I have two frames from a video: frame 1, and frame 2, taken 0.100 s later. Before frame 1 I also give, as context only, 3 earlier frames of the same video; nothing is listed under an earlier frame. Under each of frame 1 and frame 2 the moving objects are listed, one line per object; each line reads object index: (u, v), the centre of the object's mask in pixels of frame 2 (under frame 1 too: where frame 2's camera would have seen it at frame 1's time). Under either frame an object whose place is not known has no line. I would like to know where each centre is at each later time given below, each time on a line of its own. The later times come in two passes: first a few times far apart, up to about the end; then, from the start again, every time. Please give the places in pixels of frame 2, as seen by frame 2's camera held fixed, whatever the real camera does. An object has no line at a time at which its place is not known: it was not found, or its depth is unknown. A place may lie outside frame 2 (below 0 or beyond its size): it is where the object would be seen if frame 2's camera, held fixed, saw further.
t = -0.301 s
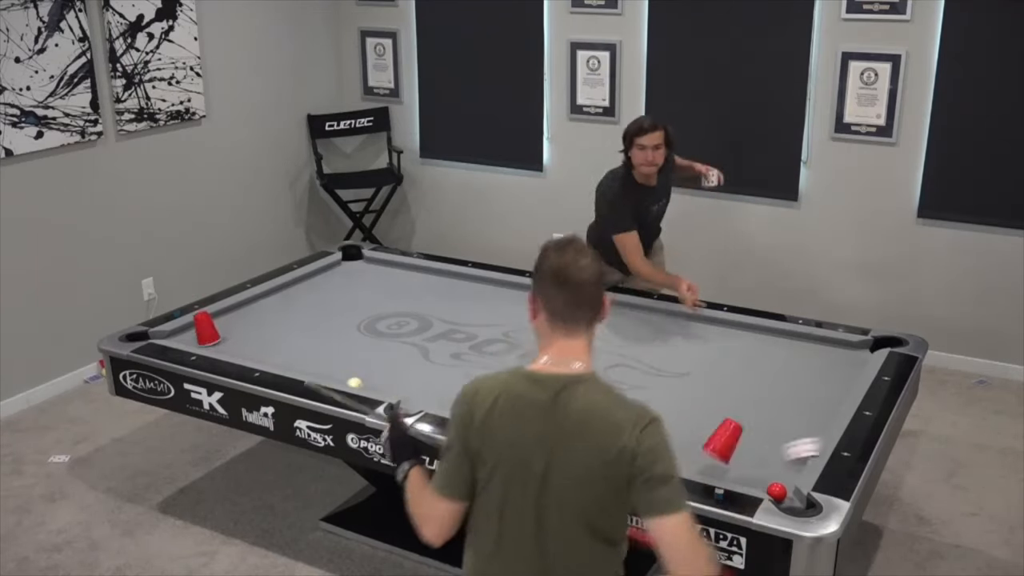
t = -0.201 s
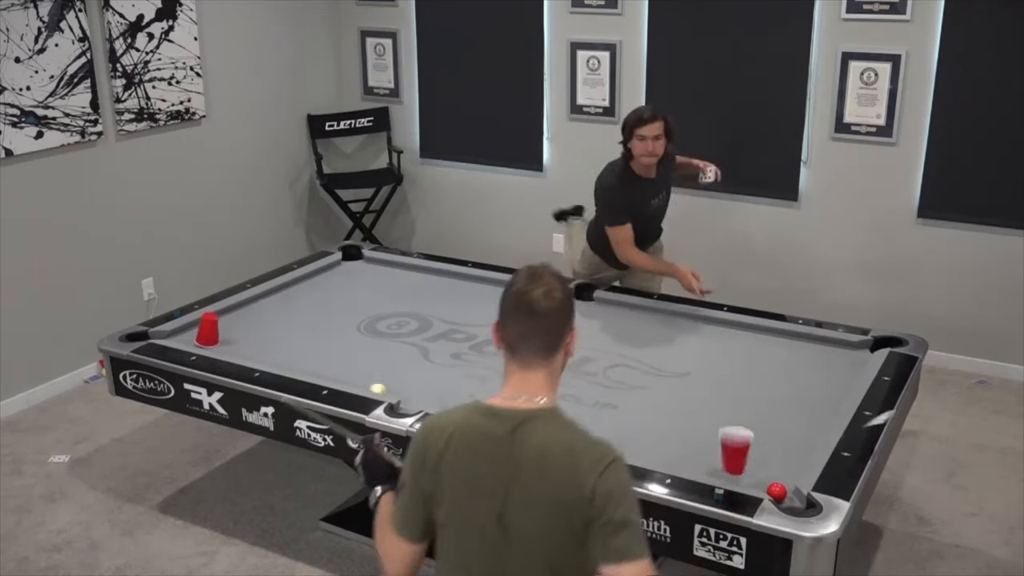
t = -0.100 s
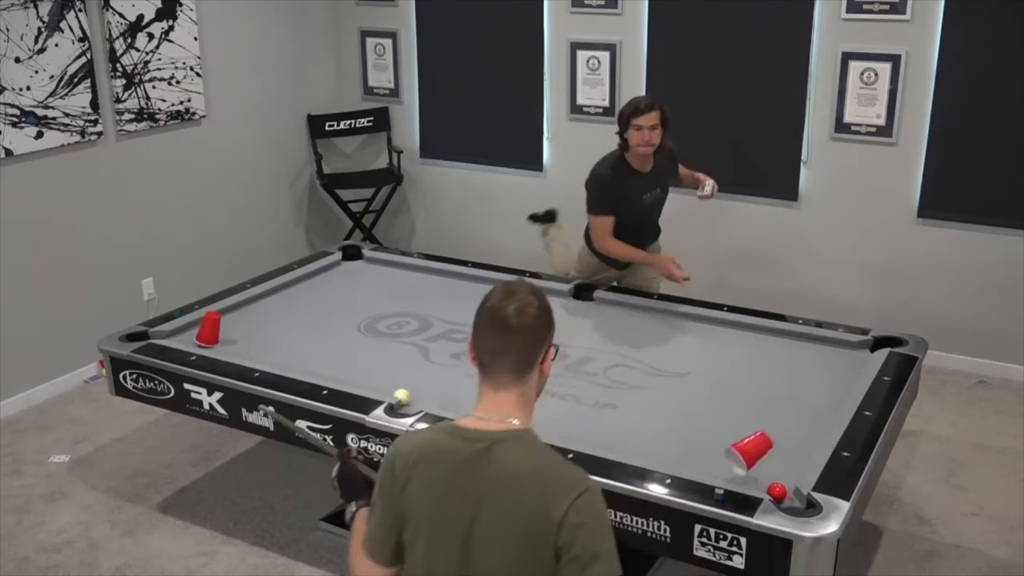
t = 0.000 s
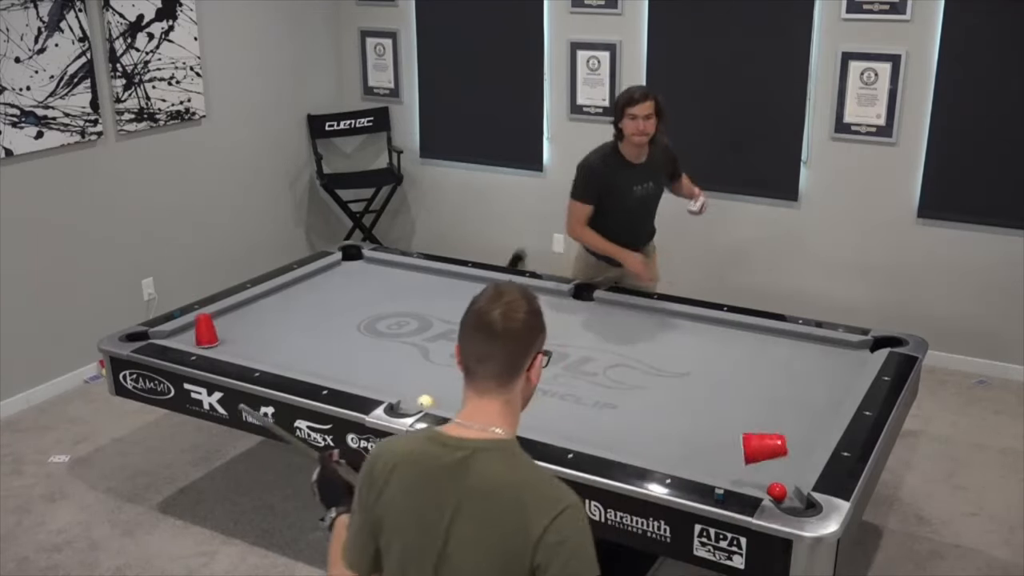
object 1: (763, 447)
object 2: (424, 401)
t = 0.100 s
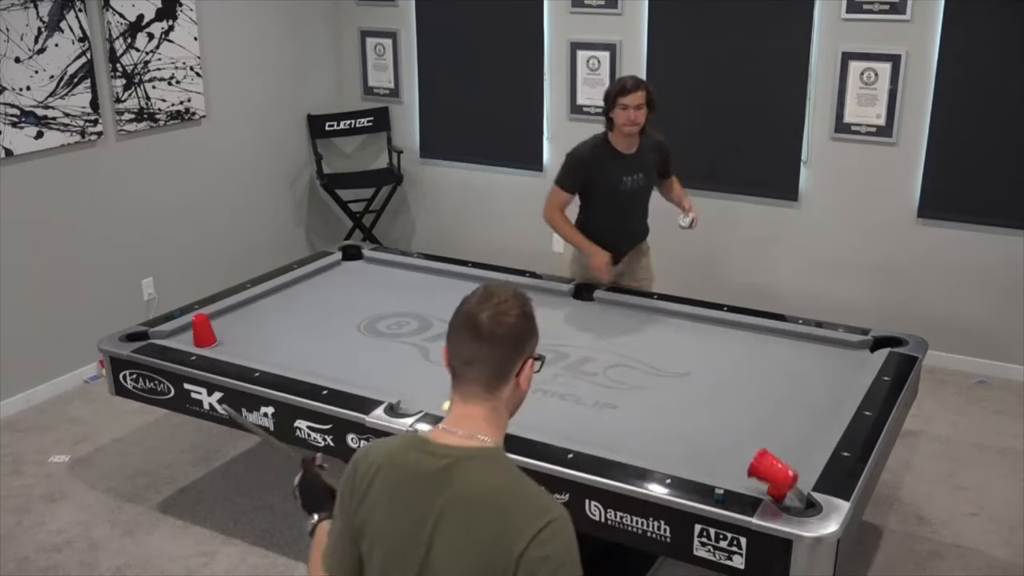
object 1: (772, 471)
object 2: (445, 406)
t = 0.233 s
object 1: (797, 477)
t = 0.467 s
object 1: (817, 474)
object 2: (543, 428)
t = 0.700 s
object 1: (814, 466)
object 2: (604, 444)
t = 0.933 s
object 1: (812, 457)
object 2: (670, 460)
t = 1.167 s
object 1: (808, 450)
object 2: (737, 476)
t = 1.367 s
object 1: (796, 442)
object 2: (773, 483)
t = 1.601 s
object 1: (790, 436)
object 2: (782, 475)
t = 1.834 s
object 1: (785, 426)
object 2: (777, 462)
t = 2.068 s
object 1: (783, 417)
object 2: (773, 451)
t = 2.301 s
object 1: (785, 409)
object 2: (769, 440)
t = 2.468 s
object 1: (790, 403)
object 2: (766, 434)
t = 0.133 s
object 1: (775, 484)
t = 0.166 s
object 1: (782, 482)
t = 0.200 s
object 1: (790, 477)
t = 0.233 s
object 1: (797, 477)
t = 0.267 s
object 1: (804, 478)
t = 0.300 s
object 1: (809, 477)
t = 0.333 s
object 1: (813, 476)
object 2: (513, 423)
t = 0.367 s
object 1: (816, 478)
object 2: (518, 423)
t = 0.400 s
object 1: (816, 476)
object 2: (526, 425)
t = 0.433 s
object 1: (816, 475)
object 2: (535, 427)
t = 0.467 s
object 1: (817, 474)
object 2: (543, 428)
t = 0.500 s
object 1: (817, 474)
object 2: (552, 431)
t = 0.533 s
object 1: (816, 472)
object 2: (560, 433)
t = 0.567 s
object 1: (815, 471)
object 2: (569, 436)
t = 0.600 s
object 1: (814, 469)
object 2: (578, 438)
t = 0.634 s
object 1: (814, 468)
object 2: (587, 440)
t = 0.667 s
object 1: (814, 467)
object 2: (596, 442)
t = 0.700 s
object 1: (814, 466)
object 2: (604, 444)
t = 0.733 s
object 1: (814, 464)
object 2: (615, 447)
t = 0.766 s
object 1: (814, 463)
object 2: (624, 449)
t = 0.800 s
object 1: (814, 462)
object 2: (633, 451)
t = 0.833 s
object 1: (813, 461)
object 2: (642, 453)
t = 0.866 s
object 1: (813, 459)
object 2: (651, 455)
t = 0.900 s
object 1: (812, 458)
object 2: (660, 457)
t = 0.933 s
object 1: (812, 457)
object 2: (670, 460)
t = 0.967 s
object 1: (811, 456)
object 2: (679, 462)
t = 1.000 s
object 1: (811, 455)
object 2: (689, 465)
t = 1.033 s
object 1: (810, 454)
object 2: (699, 467)
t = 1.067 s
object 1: (810, 454)
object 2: (708, 470)
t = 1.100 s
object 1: (809, 453)
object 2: (718, 472)
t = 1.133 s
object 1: (808, 451)
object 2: (727, 474)
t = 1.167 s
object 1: (808, 450)
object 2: (737, 476)
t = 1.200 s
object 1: (807, 450)
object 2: (747, 479)
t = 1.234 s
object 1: (804, 449)
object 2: (757, 482)
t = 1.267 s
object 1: (802, 449)
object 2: (762, 483)
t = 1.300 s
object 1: (799, 446)
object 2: (765, 483)
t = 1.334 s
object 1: (797, 445)
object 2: (769, 483)
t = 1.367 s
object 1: (796, 442)
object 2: (773, 483)
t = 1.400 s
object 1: (796, 441)
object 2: (777, 483)
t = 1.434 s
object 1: (795, 440)
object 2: (781, 483)
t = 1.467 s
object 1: (795, 439)
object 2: (784, 482)
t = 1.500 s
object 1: (795, 439)
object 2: (784, 480)
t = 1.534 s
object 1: (794, 437)
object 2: (784, 478)
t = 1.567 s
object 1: (792, 436)
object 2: (783, 476)
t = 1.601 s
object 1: (790, 436)
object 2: (782, 475)
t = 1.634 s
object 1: (790, 434)
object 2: (782, 473)
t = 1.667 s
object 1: (789, 432)
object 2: (780, 471)
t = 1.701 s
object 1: (788, 431)
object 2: (780, 469)
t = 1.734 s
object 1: (787, 429)
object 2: (779, 467)
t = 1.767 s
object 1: (786, 428)
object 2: (778, 466)
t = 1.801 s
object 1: (785, 427)
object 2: (778, 464)
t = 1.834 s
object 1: (785, 426)
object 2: (777, 462)
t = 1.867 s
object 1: (784, 424)
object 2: (777, 460)
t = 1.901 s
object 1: (784, 423)
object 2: (776, 459)
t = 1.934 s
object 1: (783, 422)
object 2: (775, 457)
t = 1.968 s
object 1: (783, 421)
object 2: (775, 456)
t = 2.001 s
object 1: (783, 419)
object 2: (774, 454)
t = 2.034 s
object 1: (783, 418)
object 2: (773, 452)
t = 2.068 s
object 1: (783, 417)
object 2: (773, 451)
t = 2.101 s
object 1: (783, 416)
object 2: (772, 449)
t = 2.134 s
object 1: (783, 415)
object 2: (772, 448)
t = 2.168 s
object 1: (784, 414)
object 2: (771, 446)
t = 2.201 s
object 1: (784, 413)
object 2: (770, 445)
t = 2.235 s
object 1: (784, 411)
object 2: (770, 443)
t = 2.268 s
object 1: (785, 410)
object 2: (769, 442)
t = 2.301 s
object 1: (785, 409)
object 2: (769, 440)
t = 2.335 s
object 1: (786, 407)
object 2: (768, 439)
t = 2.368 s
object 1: (786, 406)
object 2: (767, 438)
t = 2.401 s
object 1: (787, 405)
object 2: (767, 436)
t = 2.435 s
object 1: (789, 404)
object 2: (766, 435)
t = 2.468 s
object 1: (790, 403)
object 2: (766, 434)
